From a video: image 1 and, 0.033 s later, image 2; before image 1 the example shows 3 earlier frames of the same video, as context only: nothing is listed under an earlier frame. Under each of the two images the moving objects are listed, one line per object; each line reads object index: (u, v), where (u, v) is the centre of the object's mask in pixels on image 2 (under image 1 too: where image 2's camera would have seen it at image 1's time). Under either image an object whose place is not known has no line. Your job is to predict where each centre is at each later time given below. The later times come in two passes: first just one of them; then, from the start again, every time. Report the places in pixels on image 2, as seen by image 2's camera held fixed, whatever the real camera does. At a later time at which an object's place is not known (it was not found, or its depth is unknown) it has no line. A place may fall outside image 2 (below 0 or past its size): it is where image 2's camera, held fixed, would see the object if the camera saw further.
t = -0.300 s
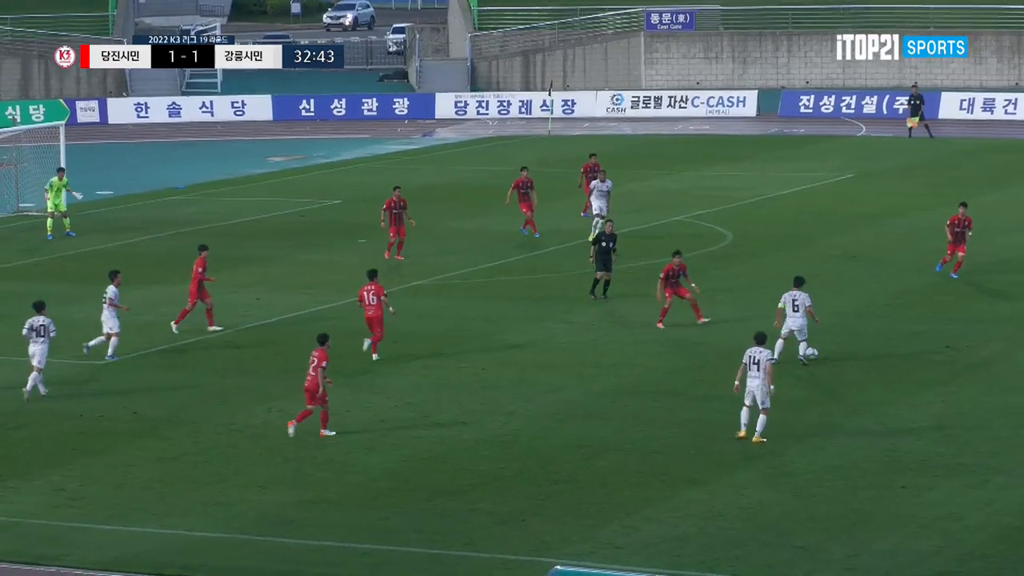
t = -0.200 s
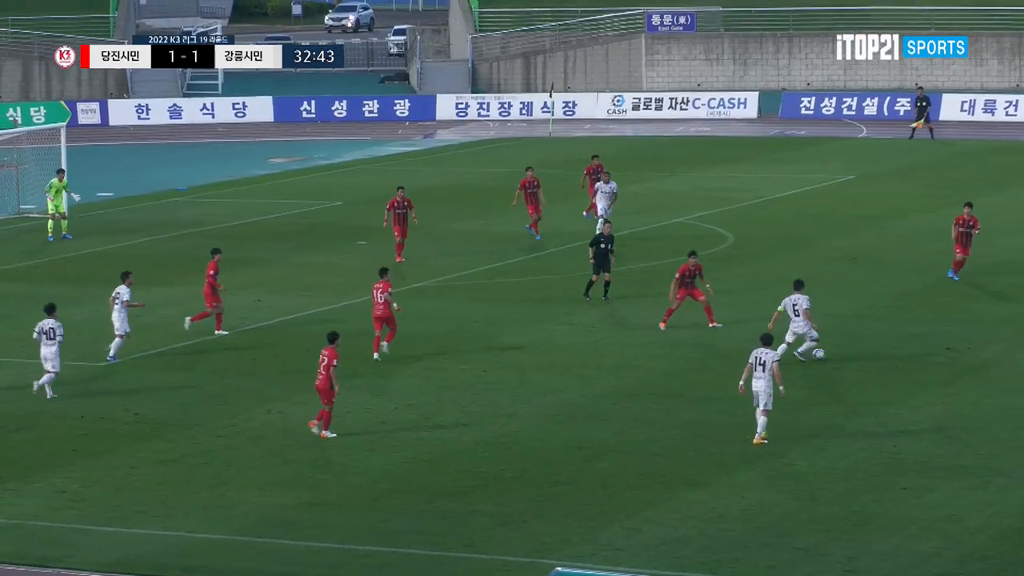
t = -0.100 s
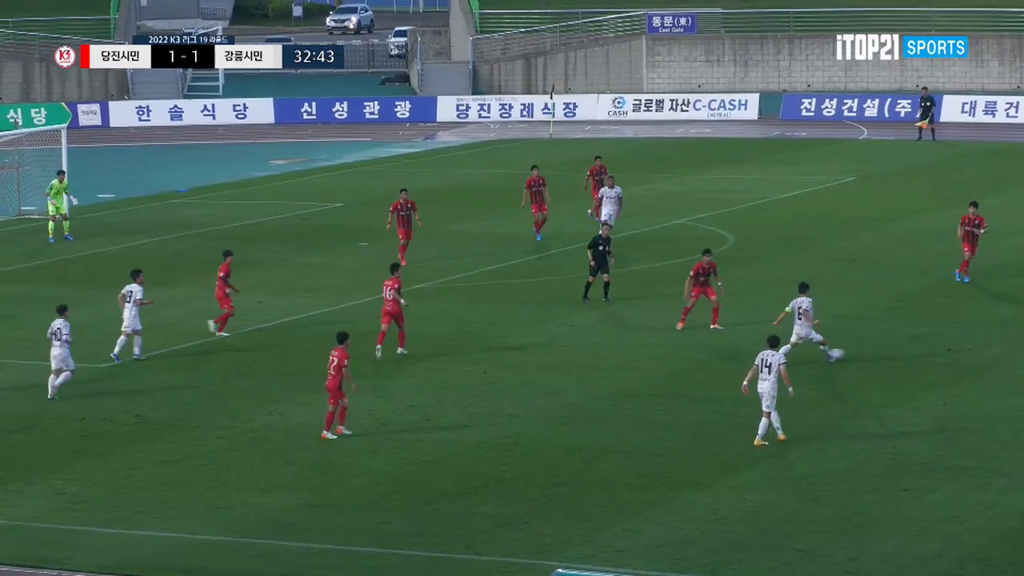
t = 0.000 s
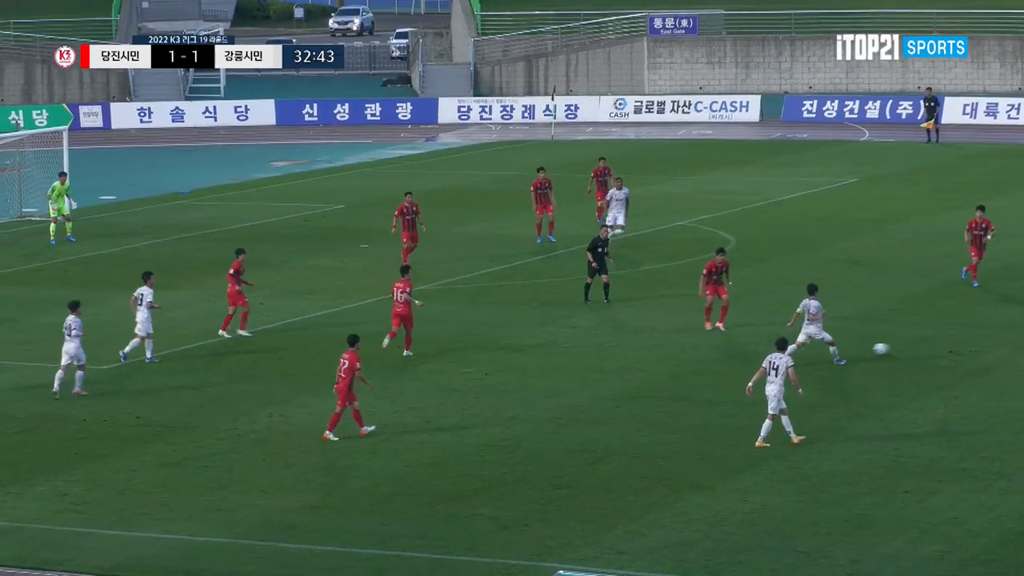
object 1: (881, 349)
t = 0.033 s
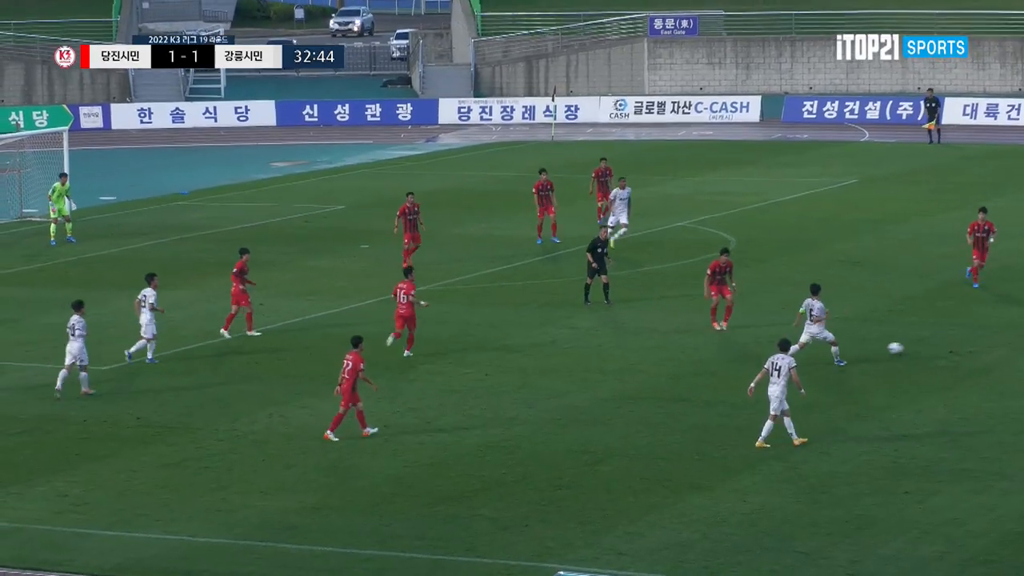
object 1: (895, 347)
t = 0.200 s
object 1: (956, 337)
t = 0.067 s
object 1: (909, 346)
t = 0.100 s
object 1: (922, 345)
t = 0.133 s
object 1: (934, 342)
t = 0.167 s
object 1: (944, 339)
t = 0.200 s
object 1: (956, 337)
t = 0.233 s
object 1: (968, 336)
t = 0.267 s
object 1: (980, 336)
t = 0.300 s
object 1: (990, 334)
